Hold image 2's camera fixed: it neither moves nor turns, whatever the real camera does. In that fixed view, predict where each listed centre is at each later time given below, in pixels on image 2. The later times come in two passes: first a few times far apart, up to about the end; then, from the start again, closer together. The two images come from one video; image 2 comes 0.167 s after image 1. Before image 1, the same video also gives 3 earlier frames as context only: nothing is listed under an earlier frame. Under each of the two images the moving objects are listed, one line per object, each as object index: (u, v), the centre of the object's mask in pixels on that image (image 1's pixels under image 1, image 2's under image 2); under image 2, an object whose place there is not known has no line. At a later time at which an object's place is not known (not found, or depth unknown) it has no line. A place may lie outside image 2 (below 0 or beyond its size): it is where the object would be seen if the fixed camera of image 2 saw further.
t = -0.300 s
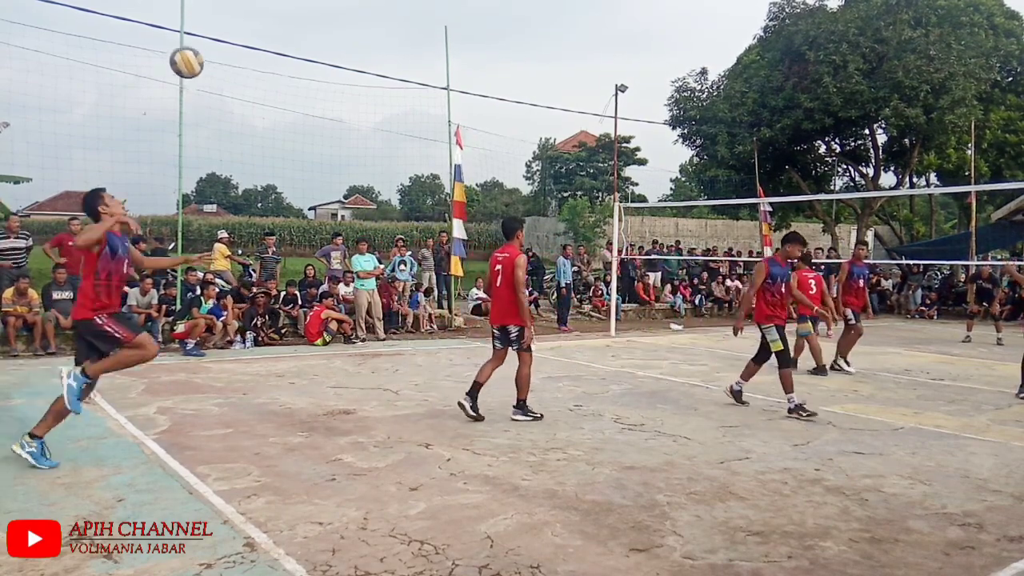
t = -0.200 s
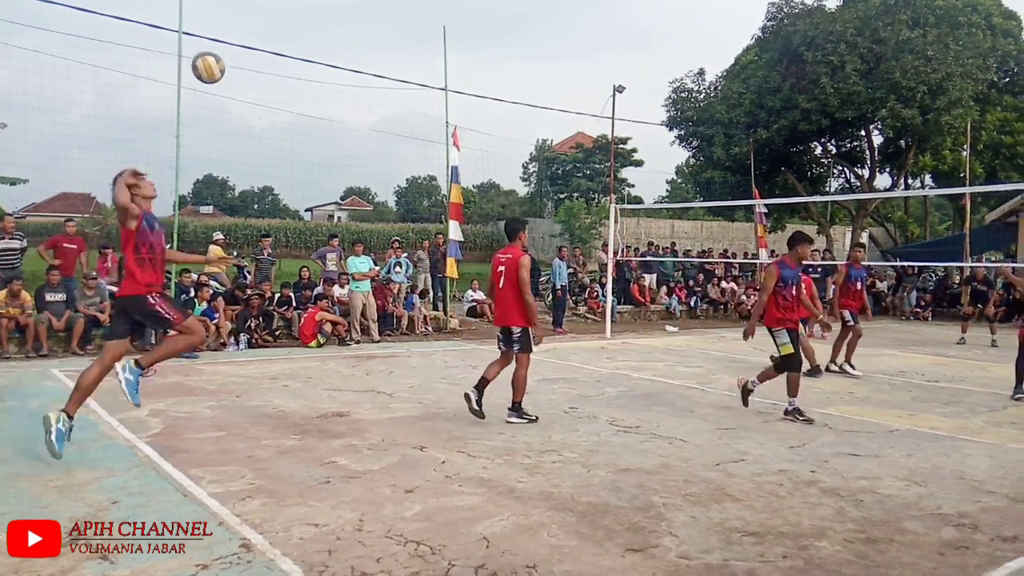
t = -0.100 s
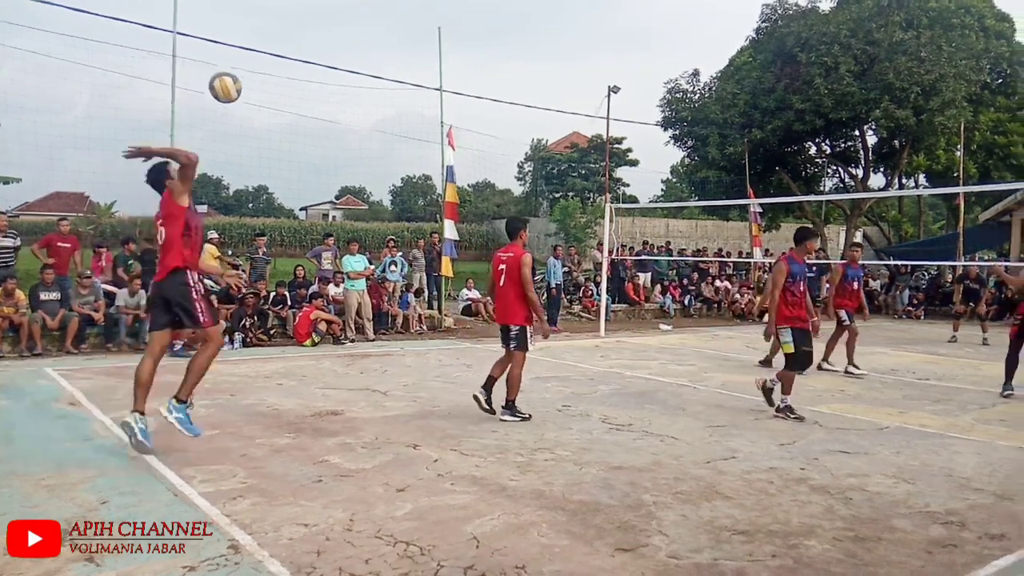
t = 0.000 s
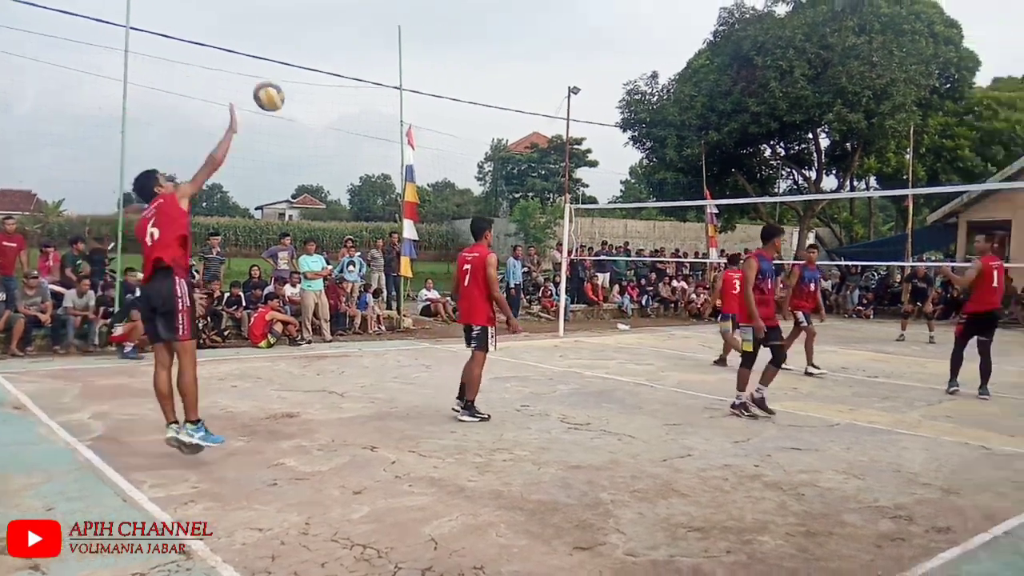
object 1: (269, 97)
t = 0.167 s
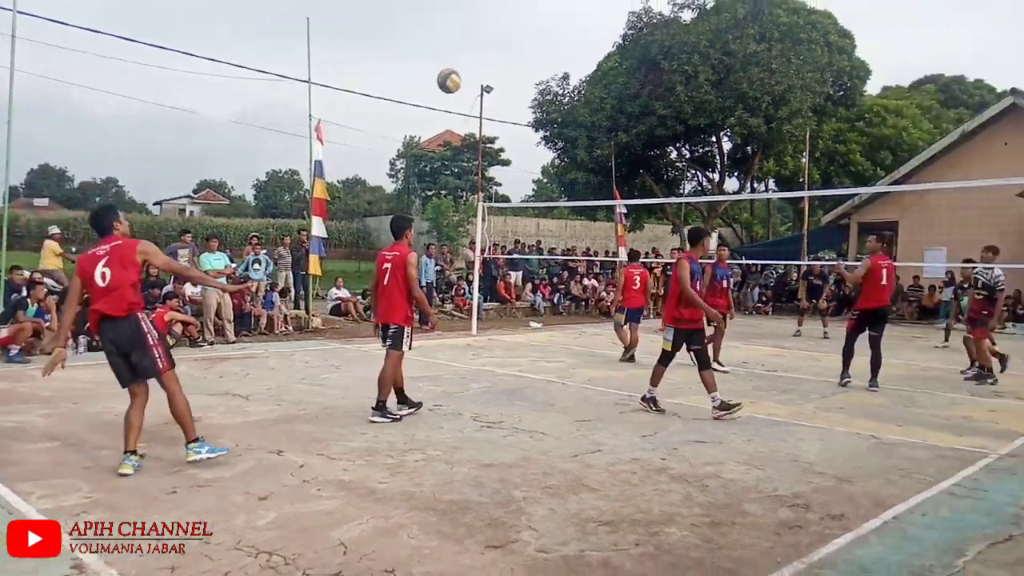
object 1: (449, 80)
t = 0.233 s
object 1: (527, 86)
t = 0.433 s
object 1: (694, 116)
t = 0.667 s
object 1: (816, 173)
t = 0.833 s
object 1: (865, 212)
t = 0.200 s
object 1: (490, 83)
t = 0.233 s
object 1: (527, 86)
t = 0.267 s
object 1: (562, 90)
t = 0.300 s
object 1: (593, 93)
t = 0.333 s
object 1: (621, 98)
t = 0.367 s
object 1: (647, 104)
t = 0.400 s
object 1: (672, 110)
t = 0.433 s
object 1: (694, 116)
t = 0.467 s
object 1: (716, 123)
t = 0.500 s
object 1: (735, 130)
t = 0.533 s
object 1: (753, 139)
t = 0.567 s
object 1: (770, 147)
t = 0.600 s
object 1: (786, 155)
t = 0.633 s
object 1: (802, 163)
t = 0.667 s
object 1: (816, 173)
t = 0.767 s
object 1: (854, 203)
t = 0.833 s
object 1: (865, 212)
